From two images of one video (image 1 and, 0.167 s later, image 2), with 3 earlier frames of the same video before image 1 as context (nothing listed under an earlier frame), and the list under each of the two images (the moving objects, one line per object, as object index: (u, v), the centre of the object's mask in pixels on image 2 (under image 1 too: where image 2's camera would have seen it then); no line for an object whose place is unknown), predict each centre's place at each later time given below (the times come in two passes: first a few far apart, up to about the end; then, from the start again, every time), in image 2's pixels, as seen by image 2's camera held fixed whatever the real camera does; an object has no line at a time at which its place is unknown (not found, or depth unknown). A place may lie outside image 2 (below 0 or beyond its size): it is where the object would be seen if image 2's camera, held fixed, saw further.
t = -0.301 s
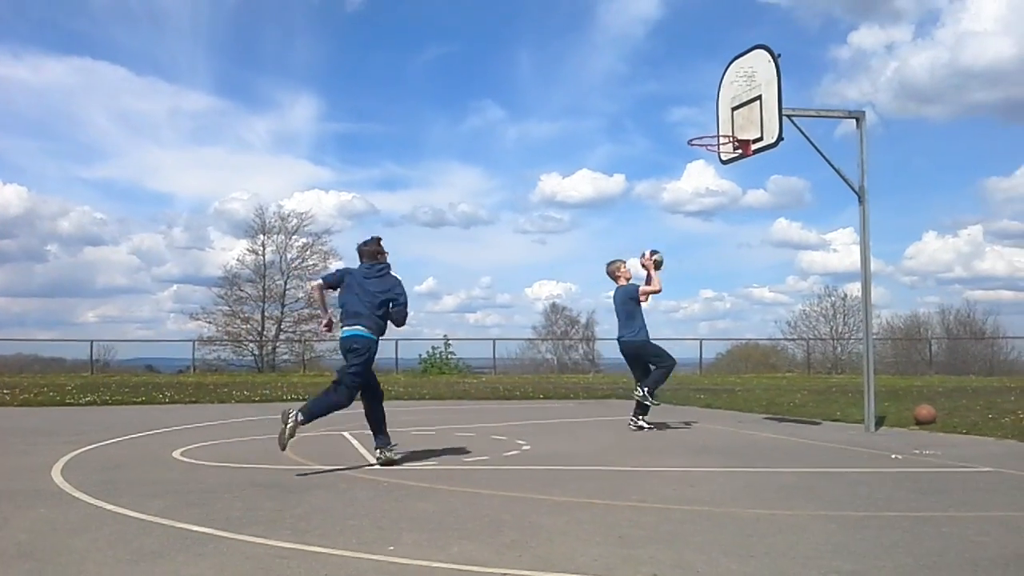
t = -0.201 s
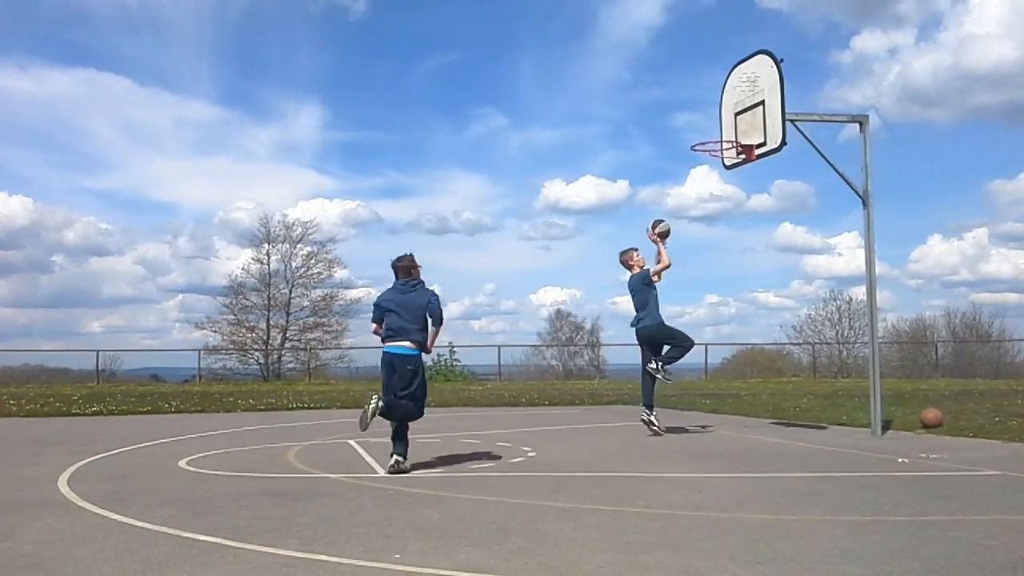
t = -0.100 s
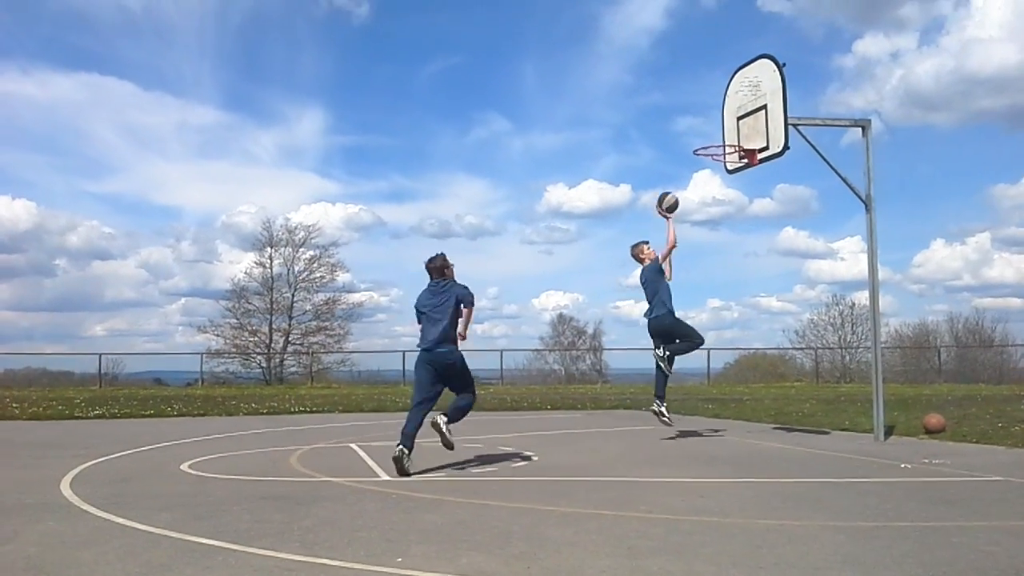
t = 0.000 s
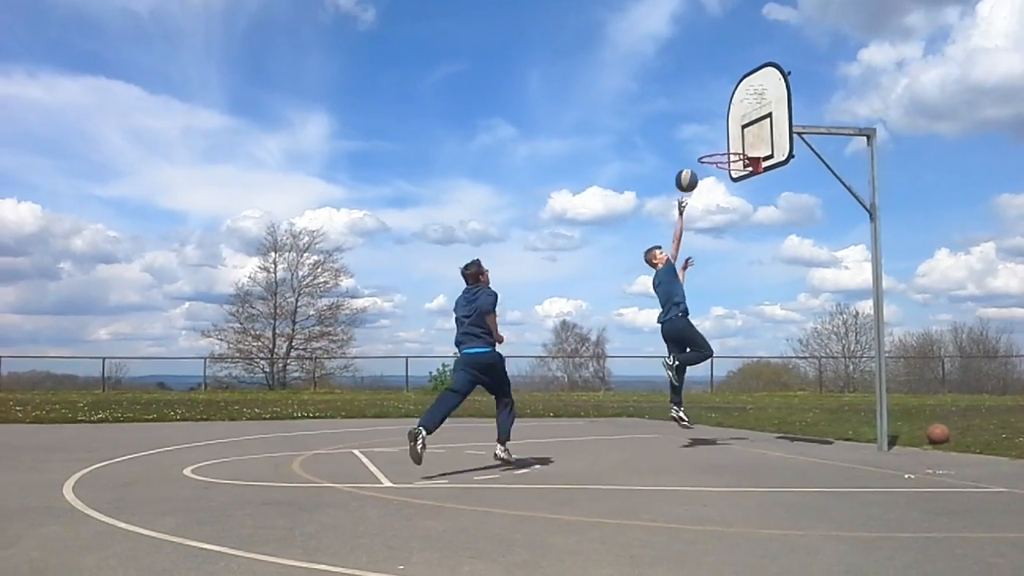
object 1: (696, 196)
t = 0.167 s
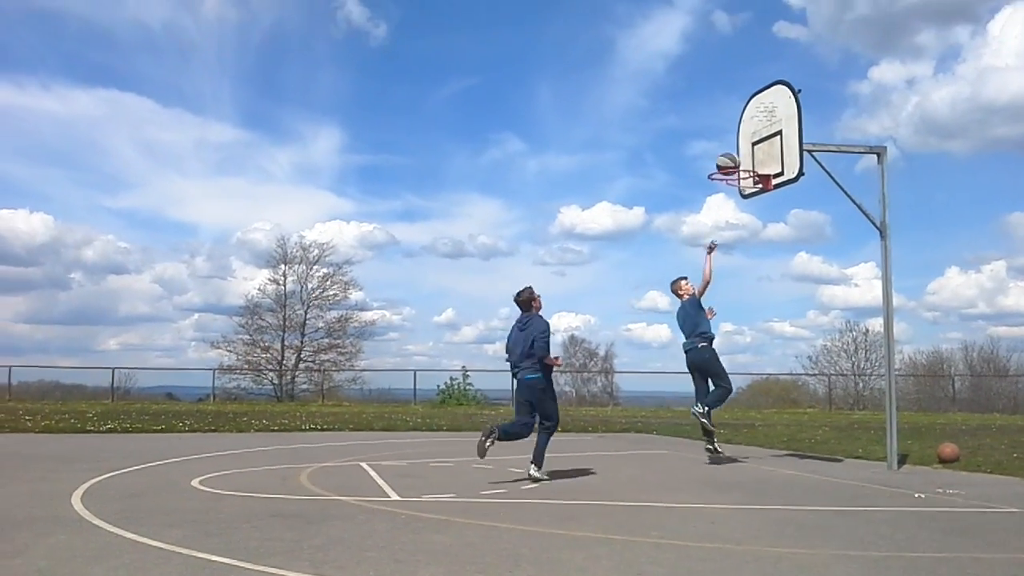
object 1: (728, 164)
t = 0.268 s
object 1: (742, 157)
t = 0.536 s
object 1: (724, 195)
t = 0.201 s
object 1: (734, 160)
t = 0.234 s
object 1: (739, 157)
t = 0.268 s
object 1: (742, 157)
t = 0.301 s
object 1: (740, 158)
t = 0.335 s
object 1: (739, 159)
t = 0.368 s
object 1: (737, 163)
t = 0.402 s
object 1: (735, 167)
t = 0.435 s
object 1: (732, 171)
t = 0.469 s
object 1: (728, 179)
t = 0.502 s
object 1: (726, 185)
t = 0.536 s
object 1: (724, 195)
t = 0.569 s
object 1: (721, 204)
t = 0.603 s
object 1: (718, 215)
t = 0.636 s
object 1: (716, 228)
